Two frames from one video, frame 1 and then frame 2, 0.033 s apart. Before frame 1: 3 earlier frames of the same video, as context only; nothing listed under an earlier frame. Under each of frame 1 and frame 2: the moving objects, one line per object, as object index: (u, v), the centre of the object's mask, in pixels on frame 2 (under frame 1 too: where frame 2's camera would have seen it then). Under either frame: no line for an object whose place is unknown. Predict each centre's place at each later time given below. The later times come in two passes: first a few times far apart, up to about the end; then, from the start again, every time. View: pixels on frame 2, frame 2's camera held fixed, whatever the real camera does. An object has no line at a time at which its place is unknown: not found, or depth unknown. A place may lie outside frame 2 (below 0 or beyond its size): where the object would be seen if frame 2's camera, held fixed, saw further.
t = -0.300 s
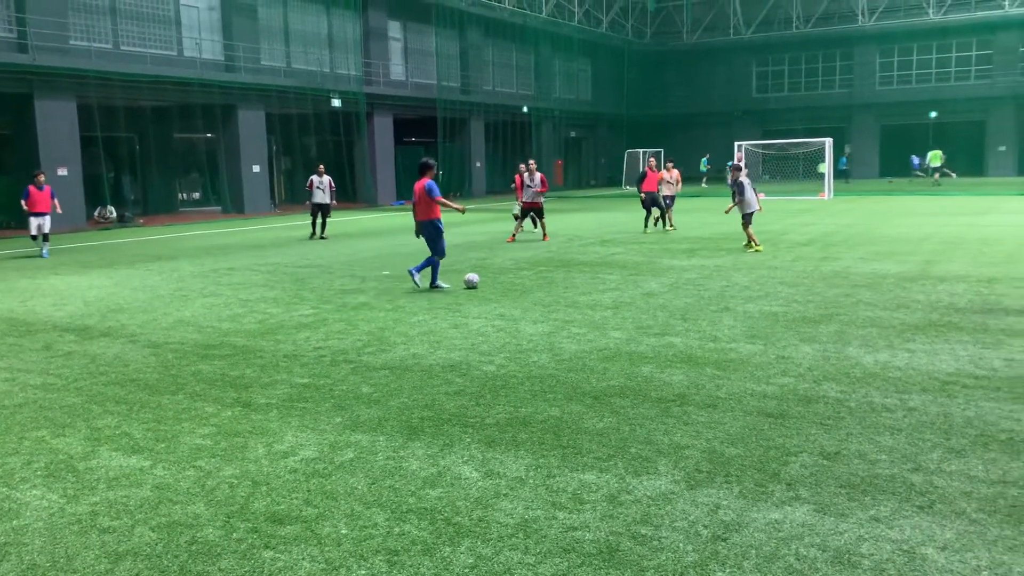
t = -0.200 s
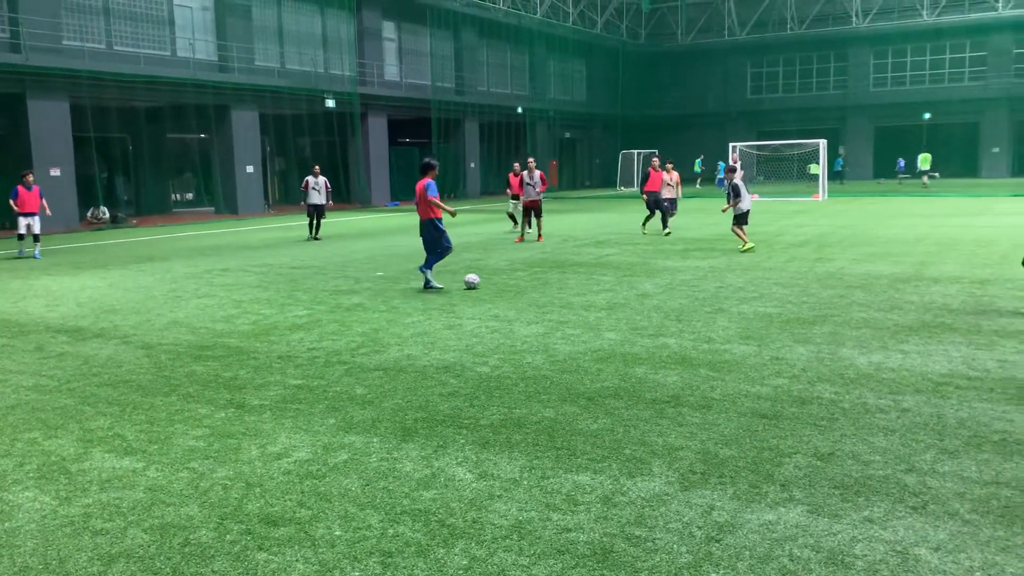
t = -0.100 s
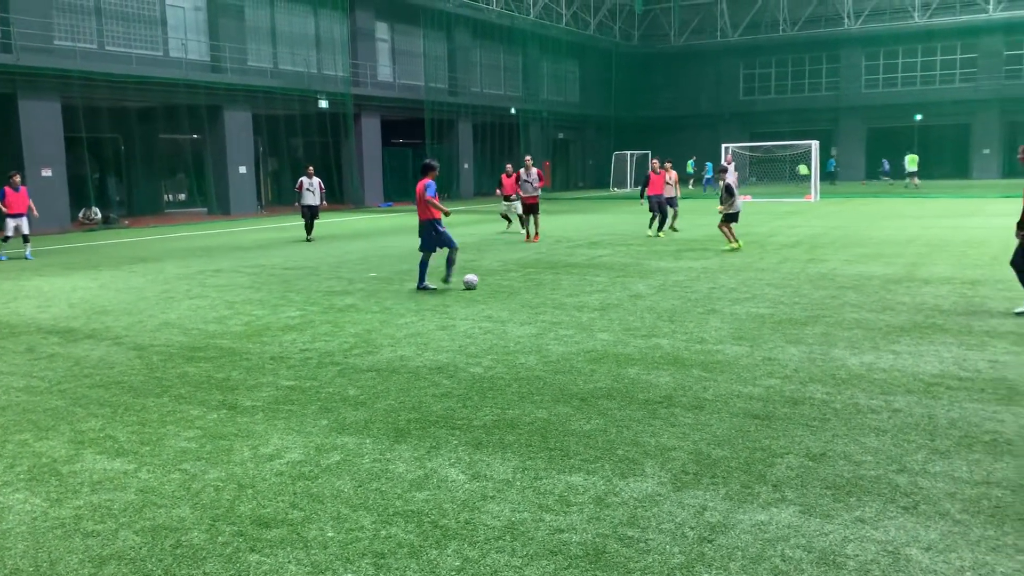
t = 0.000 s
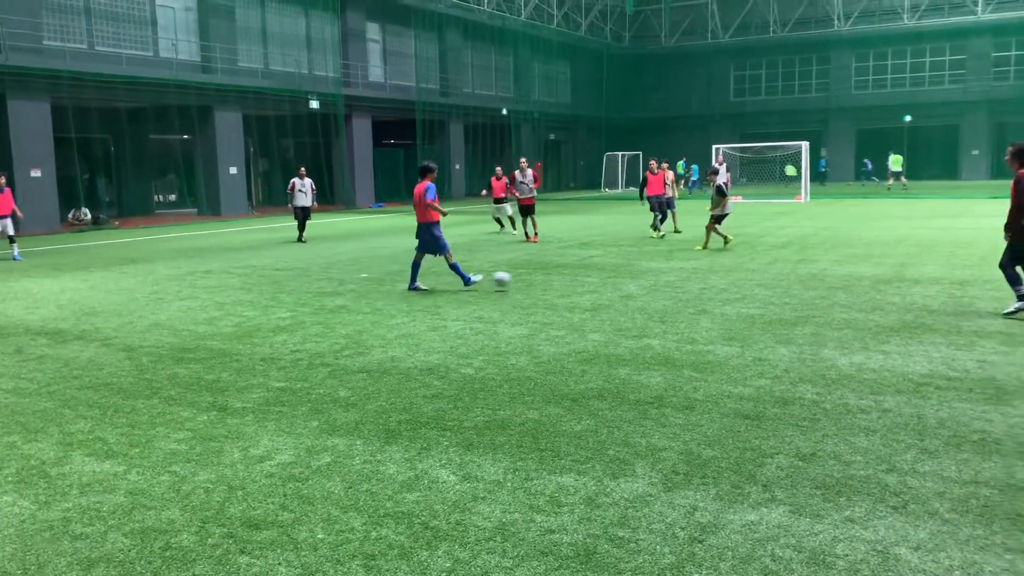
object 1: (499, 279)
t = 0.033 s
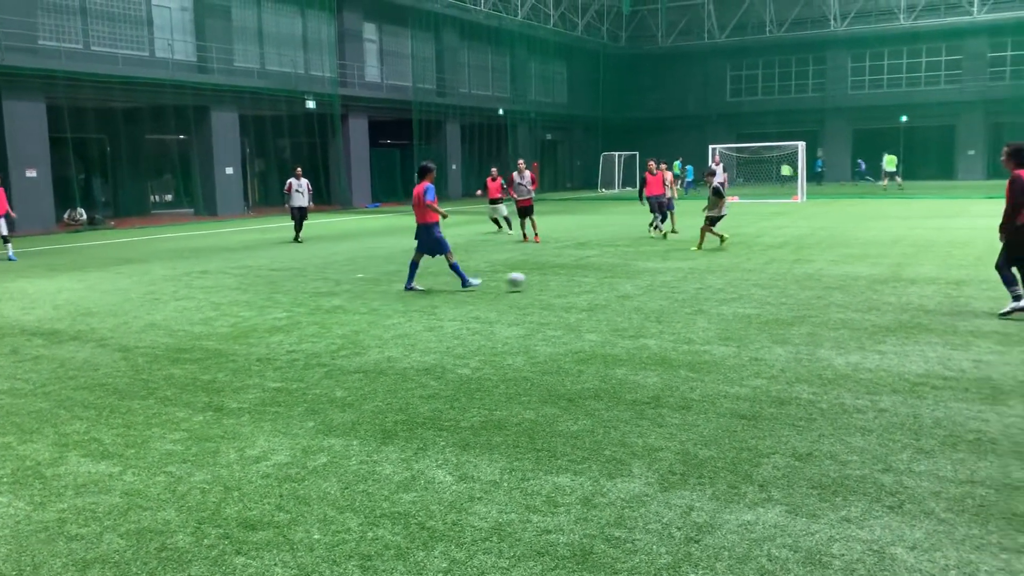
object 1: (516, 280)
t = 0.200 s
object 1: (598, 284)
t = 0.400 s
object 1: (684, 287)
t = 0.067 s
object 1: (533, 281)
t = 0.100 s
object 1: (550, 283)
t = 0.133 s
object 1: (567, 285)
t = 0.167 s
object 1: (583, 285)
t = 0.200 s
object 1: (598, 284)
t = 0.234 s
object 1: (614, 285)
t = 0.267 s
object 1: (629, 286)
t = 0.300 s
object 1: (644, 286)
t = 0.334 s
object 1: (658, 286)
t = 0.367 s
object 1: (671, 286)
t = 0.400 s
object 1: (684, 287)
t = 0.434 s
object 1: (697, 287)
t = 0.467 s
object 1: (708, 287)
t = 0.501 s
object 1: (721, 287)
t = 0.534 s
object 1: (732, 288)
